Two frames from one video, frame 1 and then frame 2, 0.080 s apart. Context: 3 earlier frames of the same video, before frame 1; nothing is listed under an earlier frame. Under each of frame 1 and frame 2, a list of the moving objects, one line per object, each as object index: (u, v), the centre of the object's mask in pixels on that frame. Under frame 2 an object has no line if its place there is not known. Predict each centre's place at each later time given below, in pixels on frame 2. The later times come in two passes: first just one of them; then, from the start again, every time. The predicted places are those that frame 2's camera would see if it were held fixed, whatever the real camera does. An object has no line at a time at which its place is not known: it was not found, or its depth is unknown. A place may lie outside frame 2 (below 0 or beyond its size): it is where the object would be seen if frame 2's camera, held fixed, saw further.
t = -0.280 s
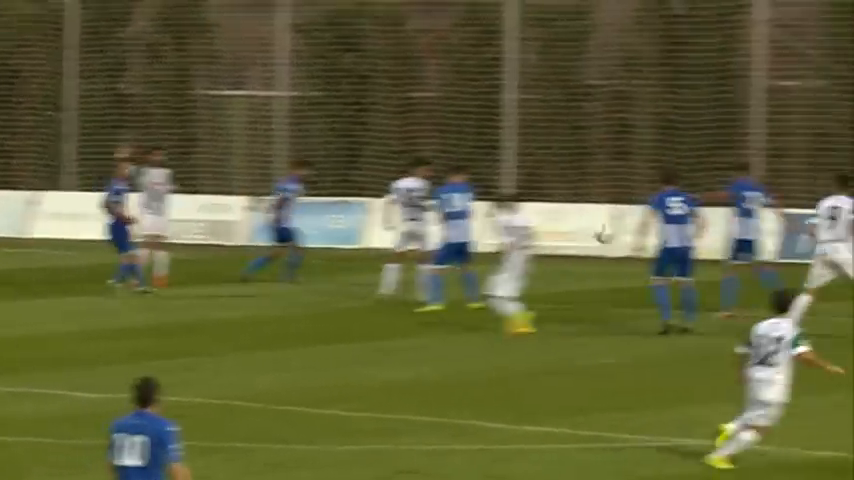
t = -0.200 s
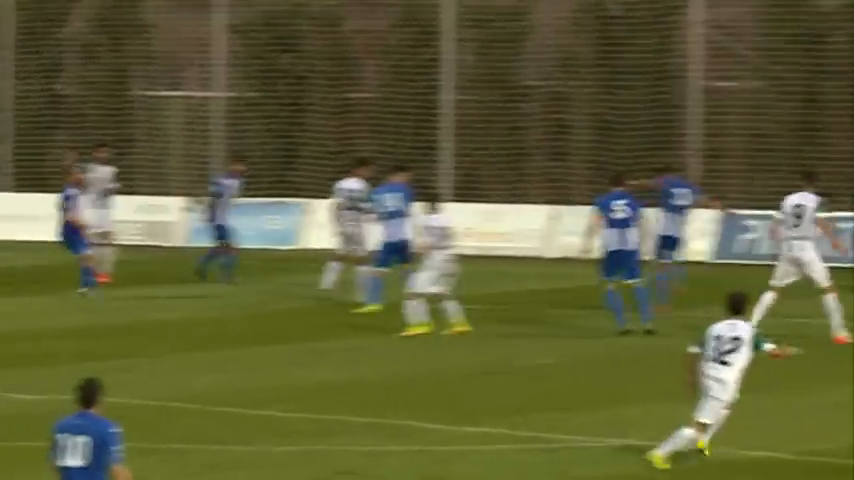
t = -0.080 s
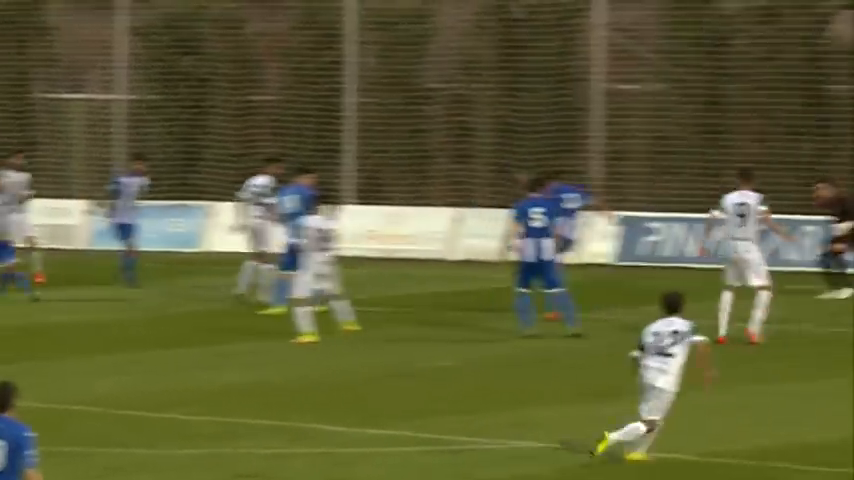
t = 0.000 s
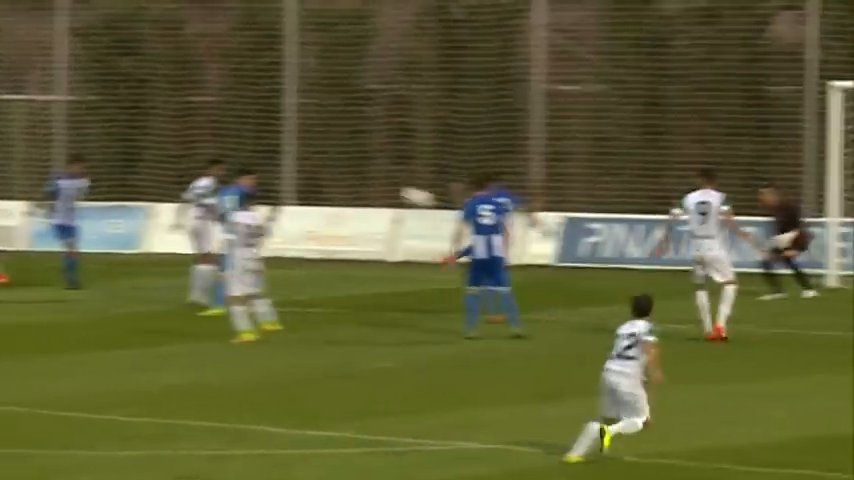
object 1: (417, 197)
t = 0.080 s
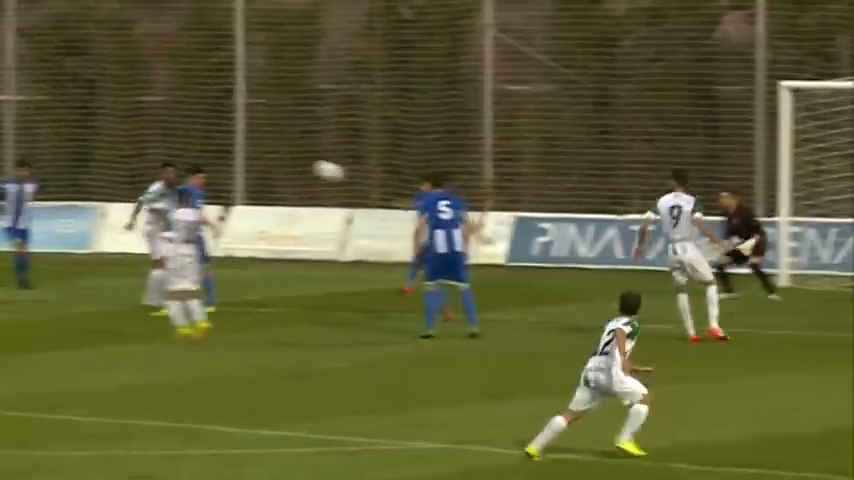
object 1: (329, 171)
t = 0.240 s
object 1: (251, 135)
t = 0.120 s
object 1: (309, 160)
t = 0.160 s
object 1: (290, 151)
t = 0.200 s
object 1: (270, 142)
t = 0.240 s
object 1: (251, 135)
